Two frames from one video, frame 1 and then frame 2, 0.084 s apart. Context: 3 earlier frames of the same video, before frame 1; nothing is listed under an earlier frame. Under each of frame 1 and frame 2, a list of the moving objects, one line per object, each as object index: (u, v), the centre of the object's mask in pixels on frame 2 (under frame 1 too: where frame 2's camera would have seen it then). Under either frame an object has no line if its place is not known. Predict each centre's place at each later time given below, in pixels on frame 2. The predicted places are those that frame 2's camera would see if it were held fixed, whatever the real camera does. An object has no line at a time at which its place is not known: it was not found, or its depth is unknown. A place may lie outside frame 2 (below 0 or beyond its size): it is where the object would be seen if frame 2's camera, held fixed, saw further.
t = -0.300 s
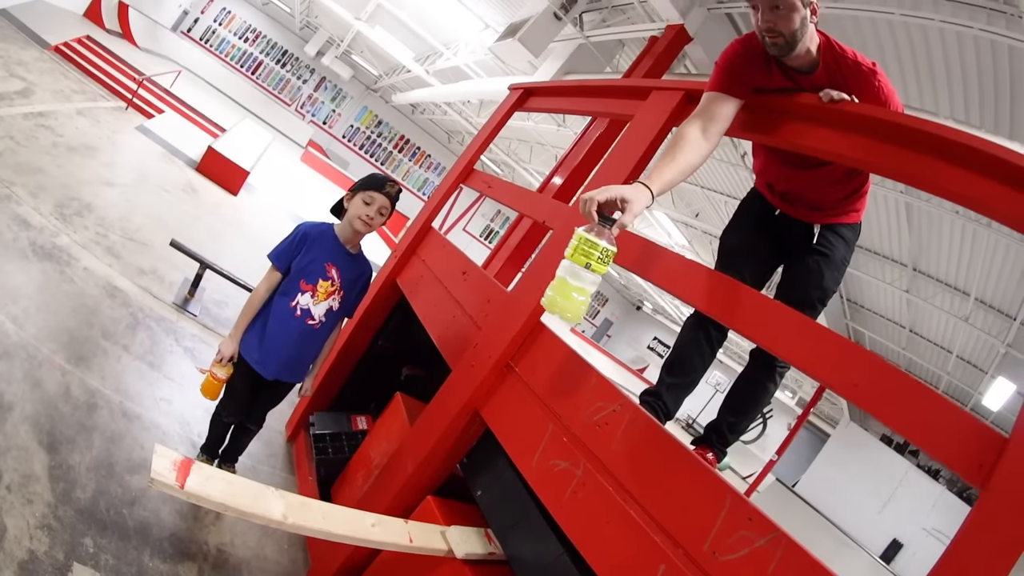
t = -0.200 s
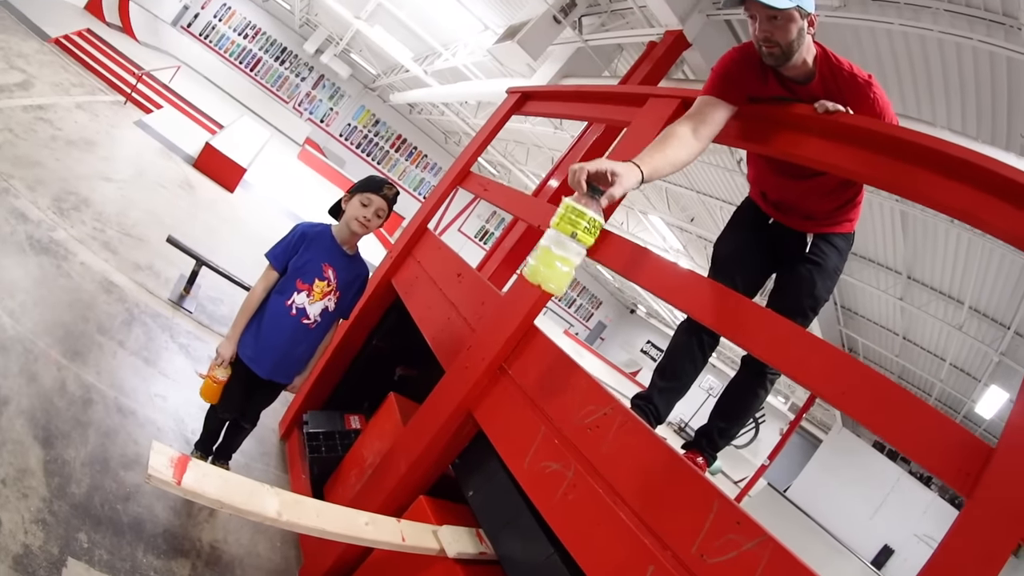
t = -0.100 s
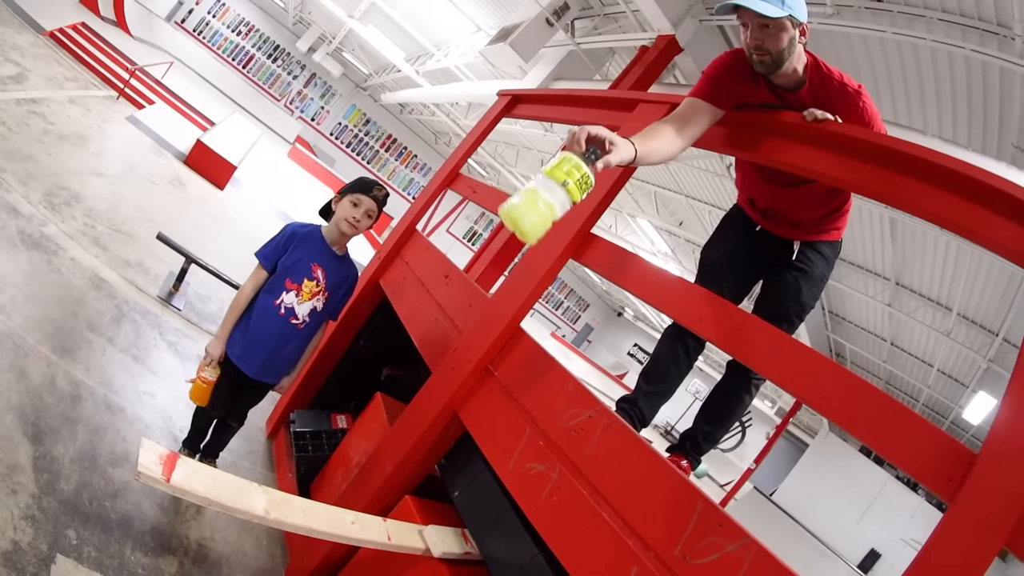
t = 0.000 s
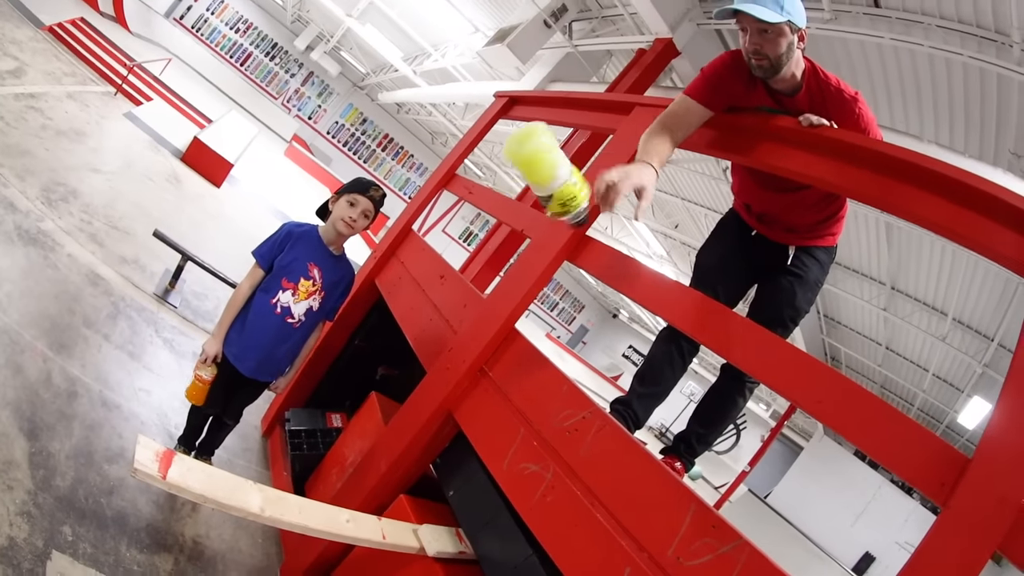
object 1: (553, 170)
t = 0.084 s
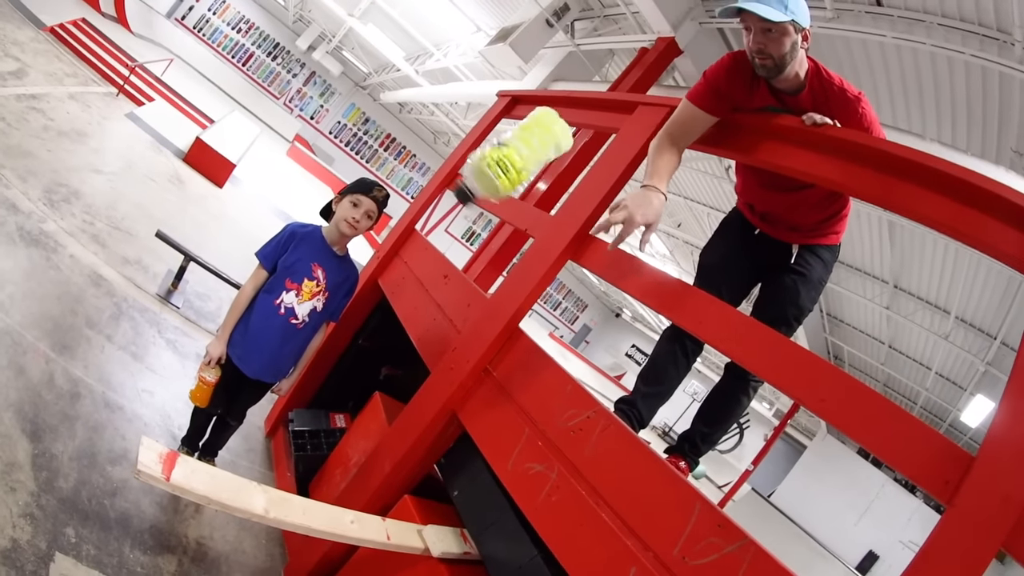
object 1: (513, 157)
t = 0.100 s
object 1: (508, 153)
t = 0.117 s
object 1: (503, 151)
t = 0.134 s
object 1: (497, 151)
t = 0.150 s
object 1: (491, 154)
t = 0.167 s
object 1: (485, 160)
